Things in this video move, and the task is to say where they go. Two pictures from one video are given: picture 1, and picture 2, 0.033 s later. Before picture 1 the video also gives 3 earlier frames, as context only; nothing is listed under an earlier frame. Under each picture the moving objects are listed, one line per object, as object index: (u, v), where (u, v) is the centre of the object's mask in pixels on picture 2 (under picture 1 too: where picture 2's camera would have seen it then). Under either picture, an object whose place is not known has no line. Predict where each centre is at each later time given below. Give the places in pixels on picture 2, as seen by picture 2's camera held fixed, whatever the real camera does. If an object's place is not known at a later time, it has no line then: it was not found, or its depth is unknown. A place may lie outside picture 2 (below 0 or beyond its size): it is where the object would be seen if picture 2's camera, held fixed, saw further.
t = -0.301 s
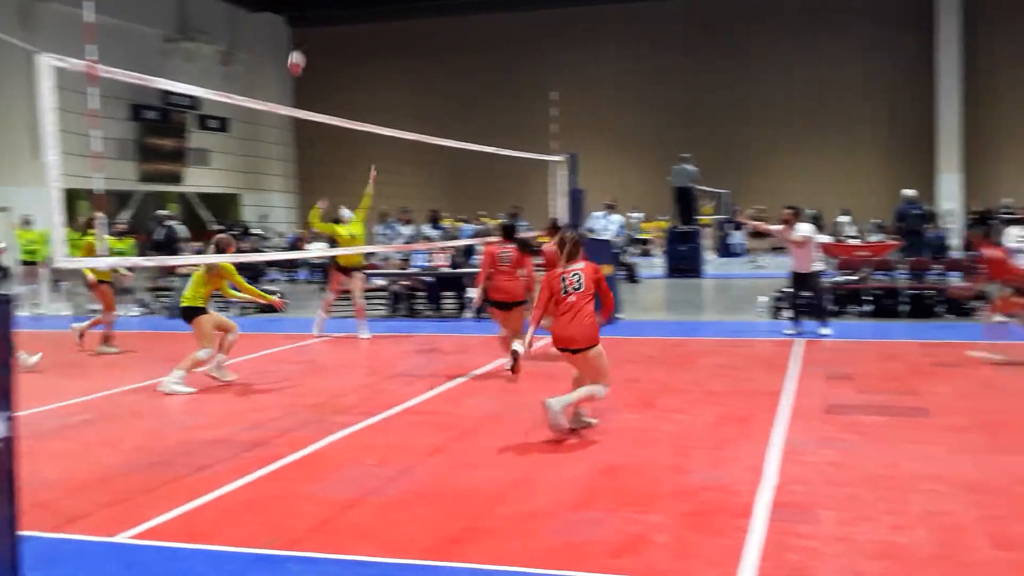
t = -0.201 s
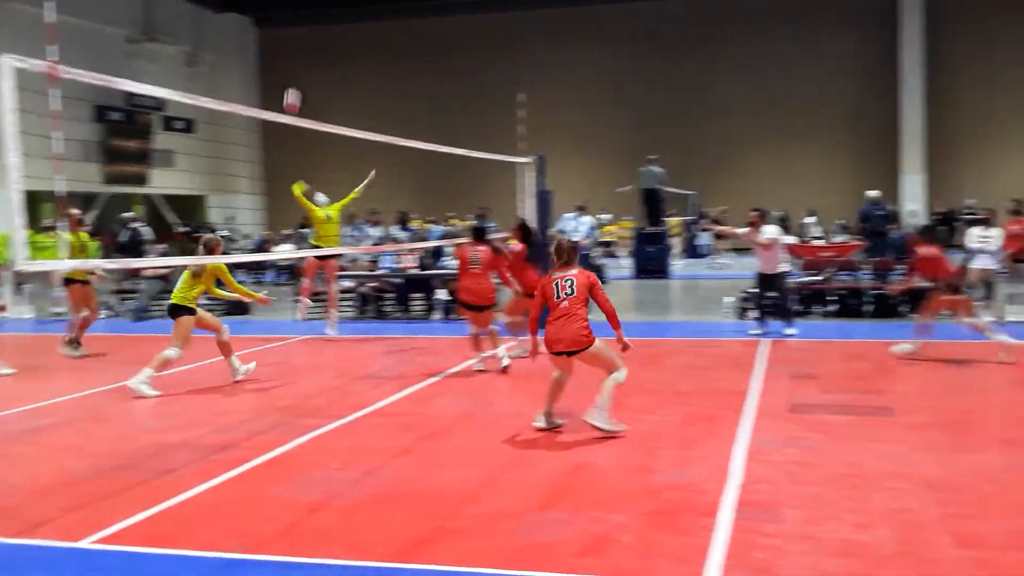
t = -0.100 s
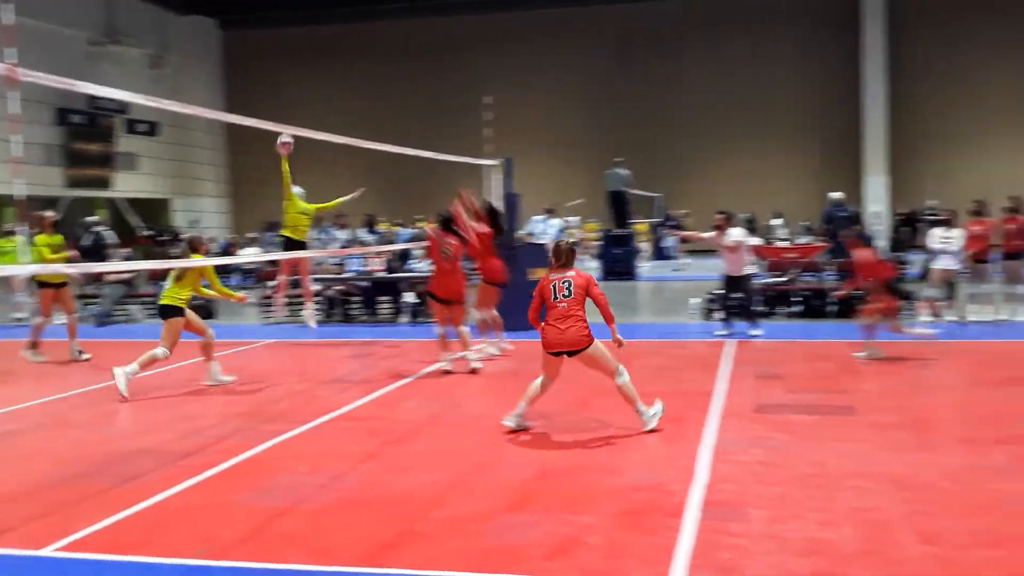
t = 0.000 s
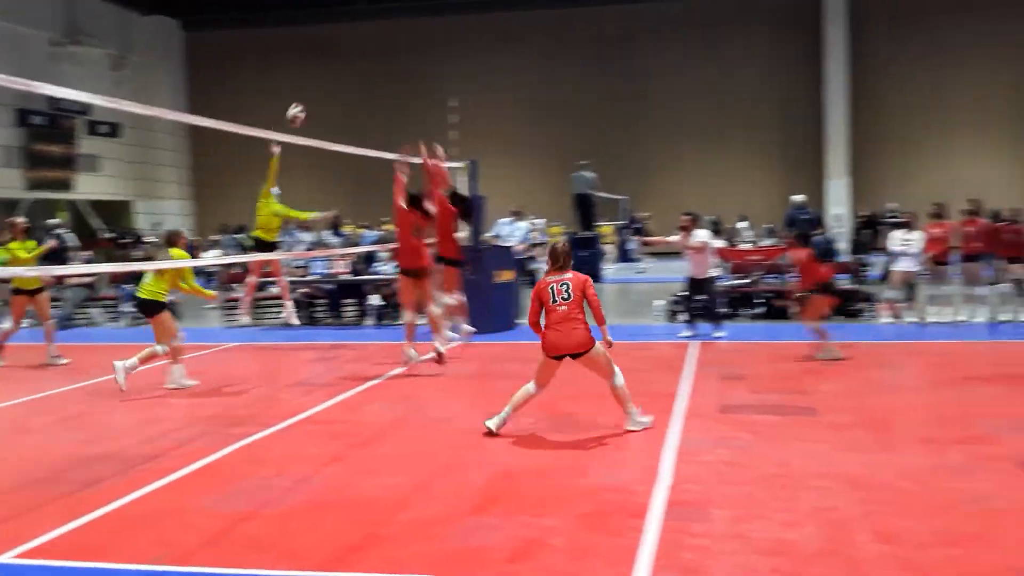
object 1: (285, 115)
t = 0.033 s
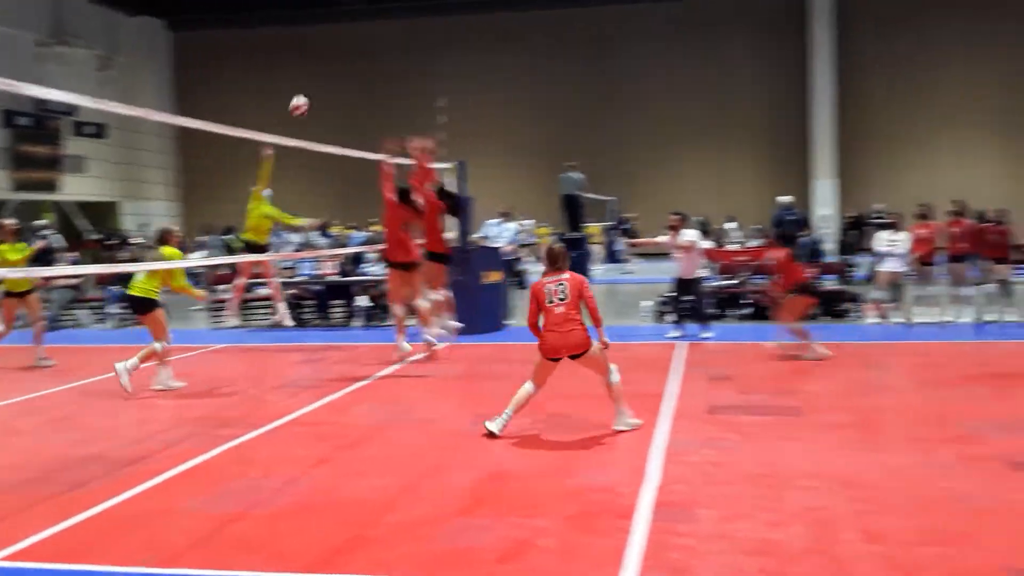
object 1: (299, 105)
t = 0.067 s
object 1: (313, 98)
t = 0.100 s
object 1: (328, 90)
